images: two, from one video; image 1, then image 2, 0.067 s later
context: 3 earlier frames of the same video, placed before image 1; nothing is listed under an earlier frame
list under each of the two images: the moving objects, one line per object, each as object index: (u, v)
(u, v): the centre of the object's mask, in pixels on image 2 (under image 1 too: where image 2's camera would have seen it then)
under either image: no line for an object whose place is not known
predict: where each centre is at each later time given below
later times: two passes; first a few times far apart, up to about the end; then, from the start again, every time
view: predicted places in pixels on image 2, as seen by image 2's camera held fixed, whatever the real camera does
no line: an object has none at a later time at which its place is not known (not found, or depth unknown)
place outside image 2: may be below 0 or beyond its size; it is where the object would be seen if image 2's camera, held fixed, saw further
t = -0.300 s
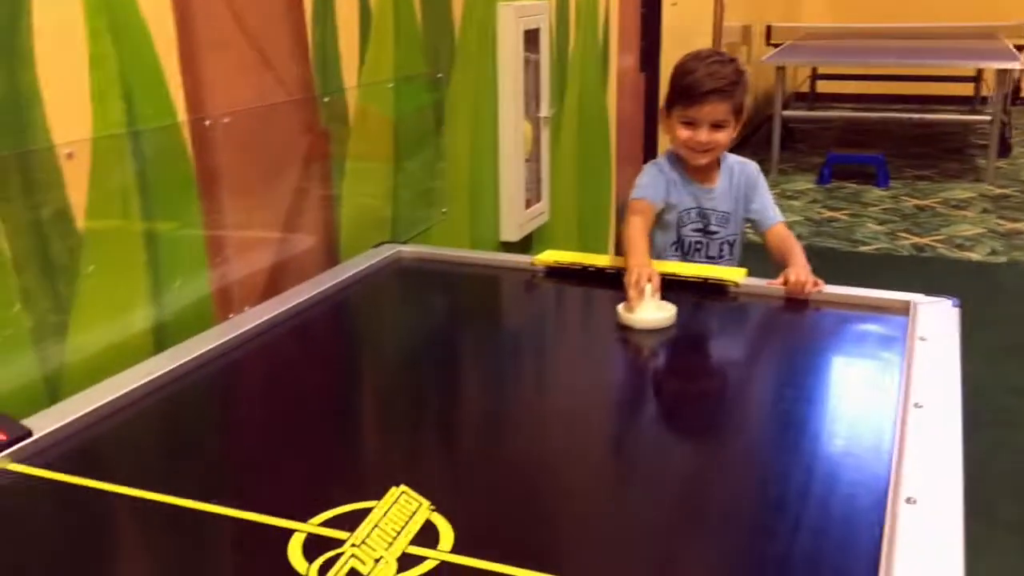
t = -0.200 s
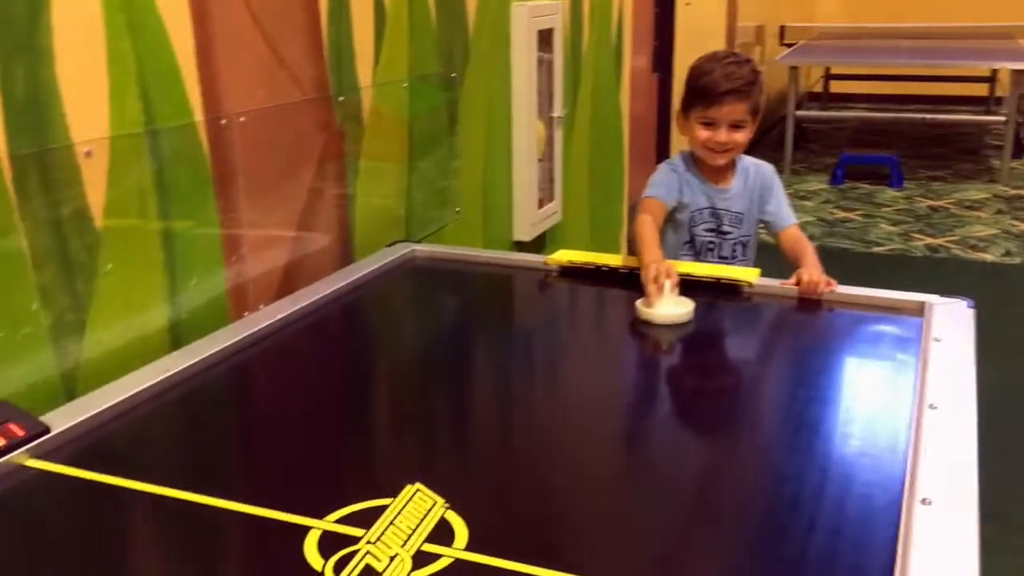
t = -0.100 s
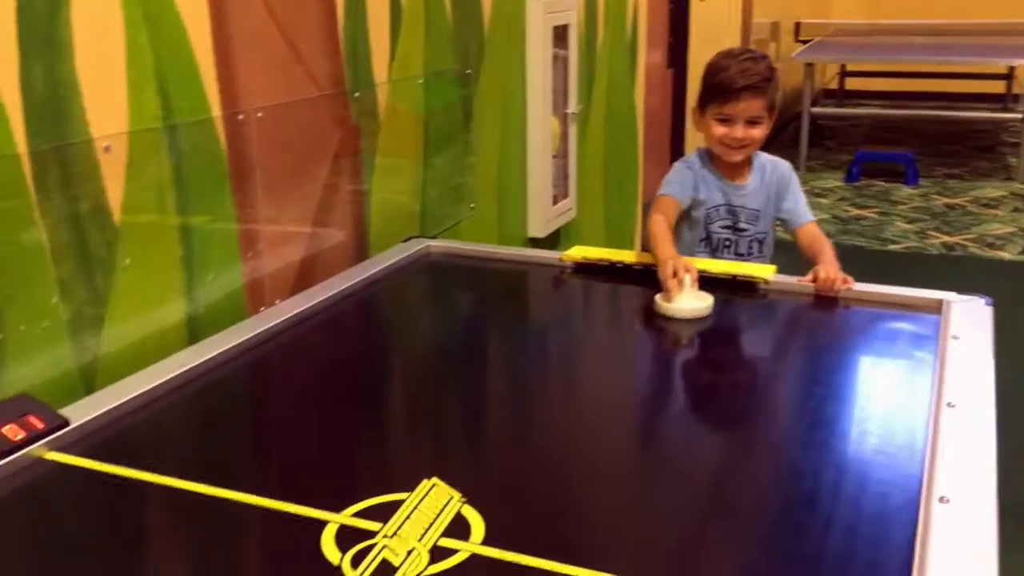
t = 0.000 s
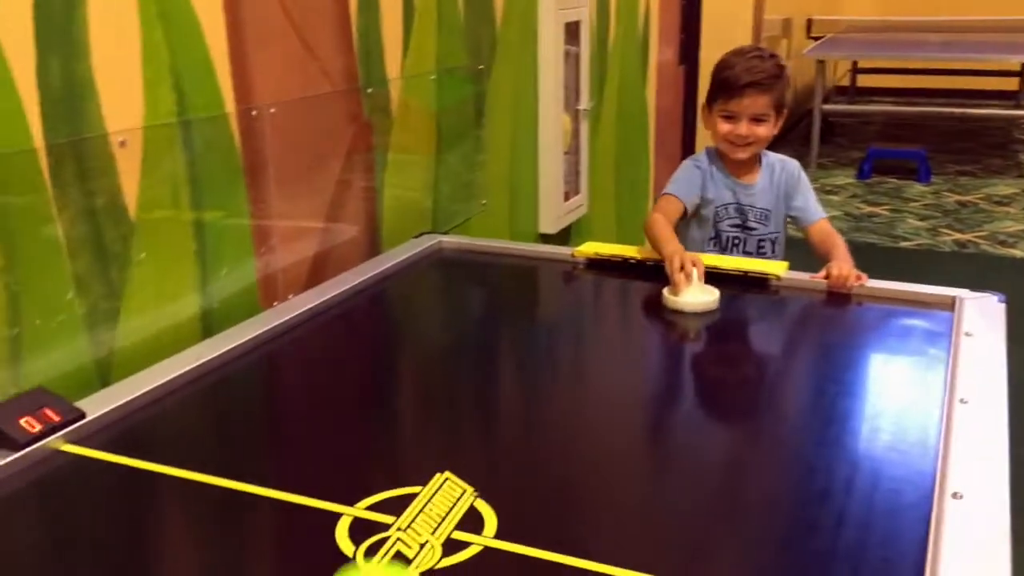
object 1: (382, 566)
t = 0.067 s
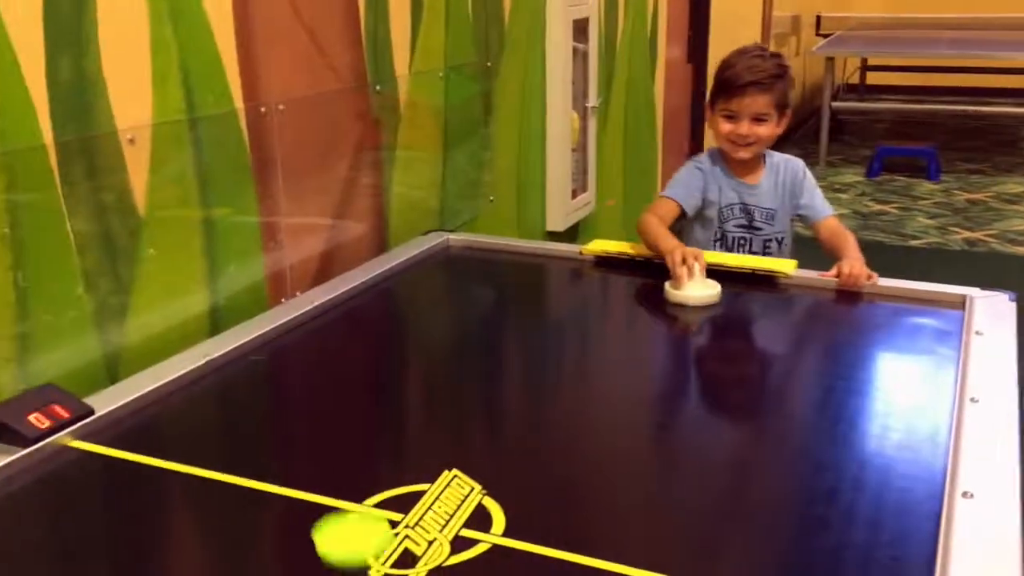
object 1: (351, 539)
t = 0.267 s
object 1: (284, 425)
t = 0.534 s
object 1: (332, 362)
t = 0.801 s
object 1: (535, 357)
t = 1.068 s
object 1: (720, 353)
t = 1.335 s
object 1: (884, 350)
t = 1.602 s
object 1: (896, 343)
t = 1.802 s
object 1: (891, 341)
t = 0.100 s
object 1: (339, 515)
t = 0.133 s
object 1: (327, 495)
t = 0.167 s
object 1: (316, 473)
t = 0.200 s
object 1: (304, 458)
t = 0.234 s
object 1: (294, 441)
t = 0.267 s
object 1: (284, 425)
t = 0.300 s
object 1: (276, 411)
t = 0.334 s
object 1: (267, 397)
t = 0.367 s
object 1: (260, 384)
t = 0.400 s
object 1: (253, 373)
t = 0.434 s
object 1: (254, 364)
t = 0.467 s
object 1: (280, 363)
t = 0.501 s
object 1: (306, 362)
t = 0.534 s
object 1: (332, 362)
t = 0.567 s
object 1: (358, 361)
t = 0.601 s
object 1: (383, 361)
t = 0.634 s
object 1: (409, 360)
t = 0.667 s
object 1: (434, 359)
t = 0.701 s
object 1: (459, 359)
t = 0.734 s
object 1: (485, 358)
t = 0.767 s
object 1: (510, 358)
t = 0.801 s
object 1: (535, 357)
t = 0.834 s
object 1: (560, 357)
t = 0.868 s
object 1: (585, 356)
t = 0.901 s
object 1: (610, 355)
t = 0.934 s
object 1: (633, 355)
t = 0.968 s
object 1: (655, 354)
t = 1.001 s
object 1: (677, 354)
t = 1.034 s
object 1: (699, 353)
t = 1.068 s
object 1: (720, 353)
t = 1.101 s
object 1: (743, 352)
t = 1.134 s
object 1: (763, 352)
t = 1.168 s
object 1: (785, 352)
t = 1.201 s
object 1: (806, 351)
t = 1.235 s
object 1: (827, 351)
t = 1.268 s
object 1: (848, 351)
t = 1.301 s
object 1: (867, 351)
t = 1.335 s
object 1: (884, 350)
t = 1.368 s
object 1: (901, 350)
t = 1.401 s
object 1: (917, 350)
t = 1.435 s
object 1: (927, 350)
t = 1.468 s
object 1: (919, 348)
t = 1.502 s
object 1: (911, 346)
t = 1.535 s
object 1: (905, 344)
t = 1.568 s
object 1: (900, 343)
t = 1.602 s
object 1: (896, 343)
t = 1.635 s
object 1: (894, 342)
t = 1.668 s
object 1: (892, 341)
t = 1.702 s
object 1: (891, 341)
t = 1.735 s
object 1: (891, 341)
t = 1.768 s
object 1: (891, 341)
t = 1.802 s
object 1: (891, 341)
